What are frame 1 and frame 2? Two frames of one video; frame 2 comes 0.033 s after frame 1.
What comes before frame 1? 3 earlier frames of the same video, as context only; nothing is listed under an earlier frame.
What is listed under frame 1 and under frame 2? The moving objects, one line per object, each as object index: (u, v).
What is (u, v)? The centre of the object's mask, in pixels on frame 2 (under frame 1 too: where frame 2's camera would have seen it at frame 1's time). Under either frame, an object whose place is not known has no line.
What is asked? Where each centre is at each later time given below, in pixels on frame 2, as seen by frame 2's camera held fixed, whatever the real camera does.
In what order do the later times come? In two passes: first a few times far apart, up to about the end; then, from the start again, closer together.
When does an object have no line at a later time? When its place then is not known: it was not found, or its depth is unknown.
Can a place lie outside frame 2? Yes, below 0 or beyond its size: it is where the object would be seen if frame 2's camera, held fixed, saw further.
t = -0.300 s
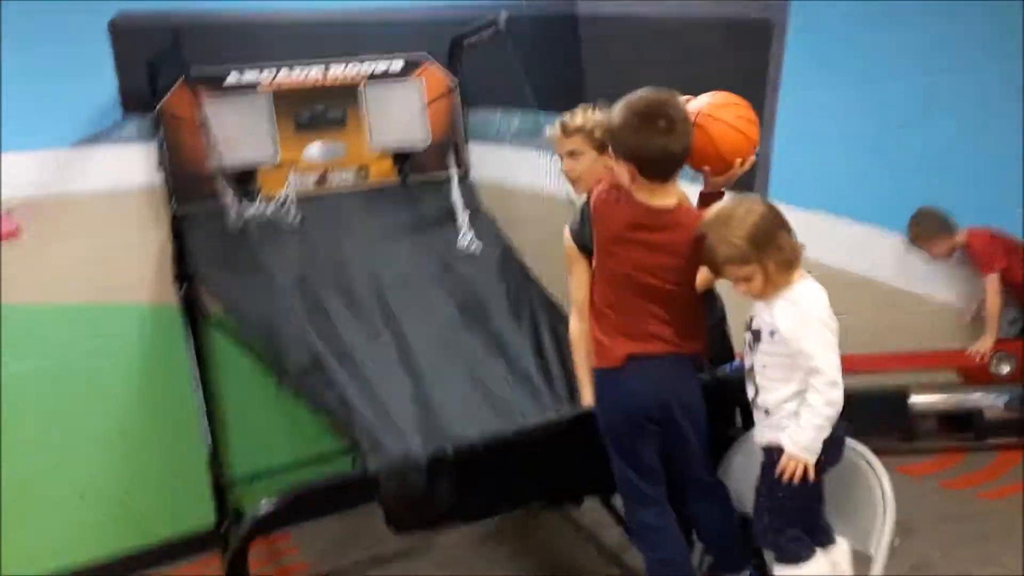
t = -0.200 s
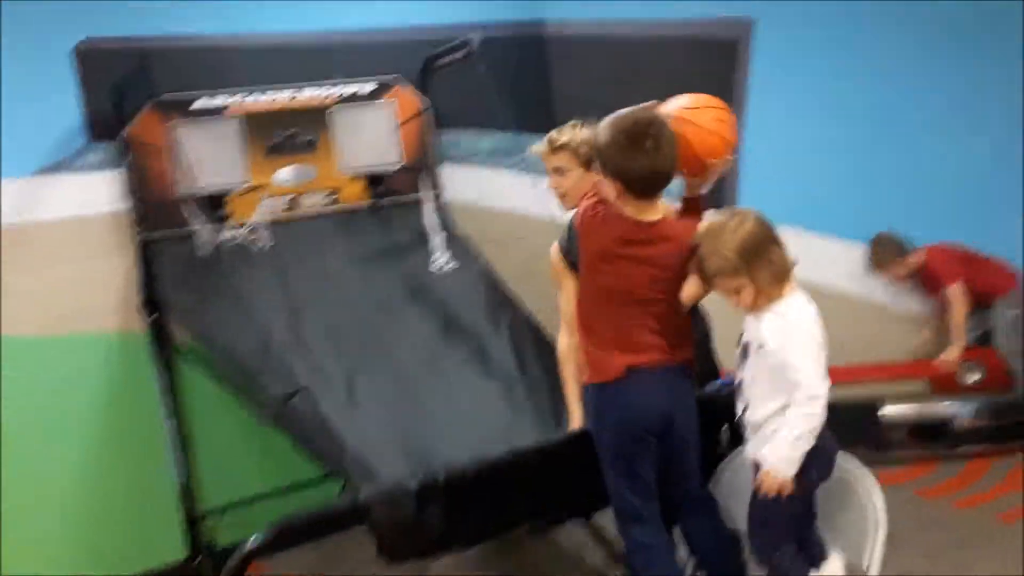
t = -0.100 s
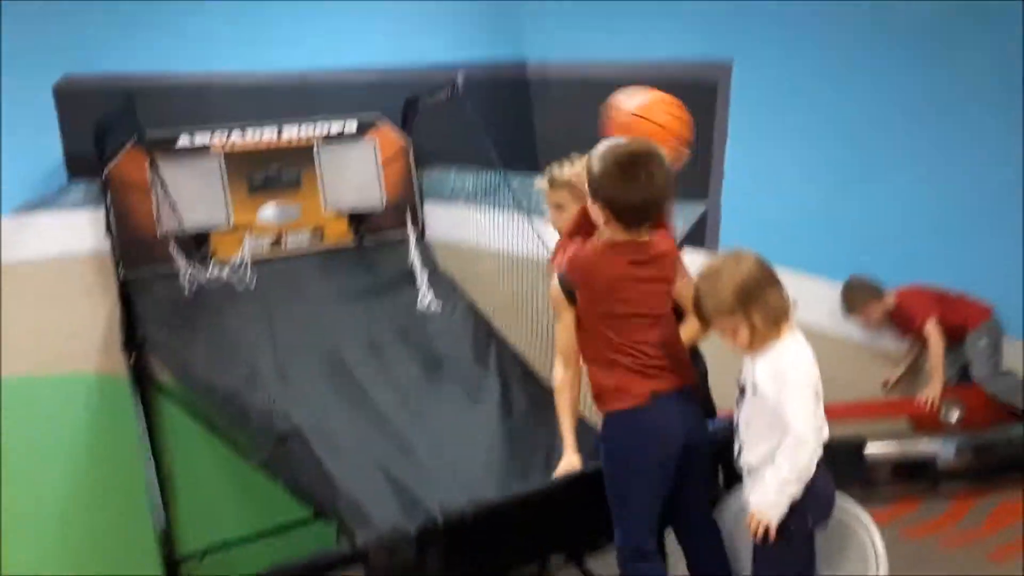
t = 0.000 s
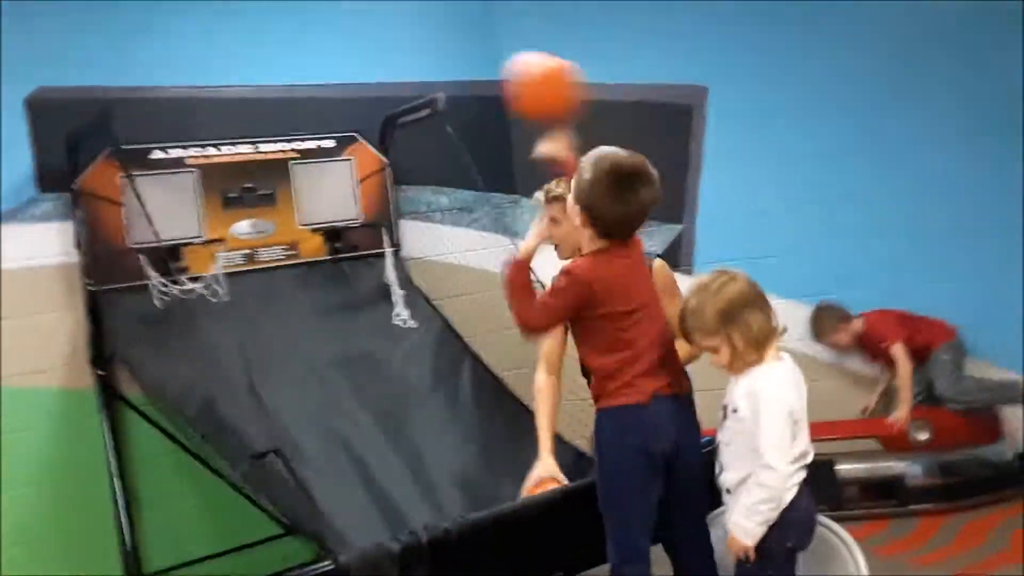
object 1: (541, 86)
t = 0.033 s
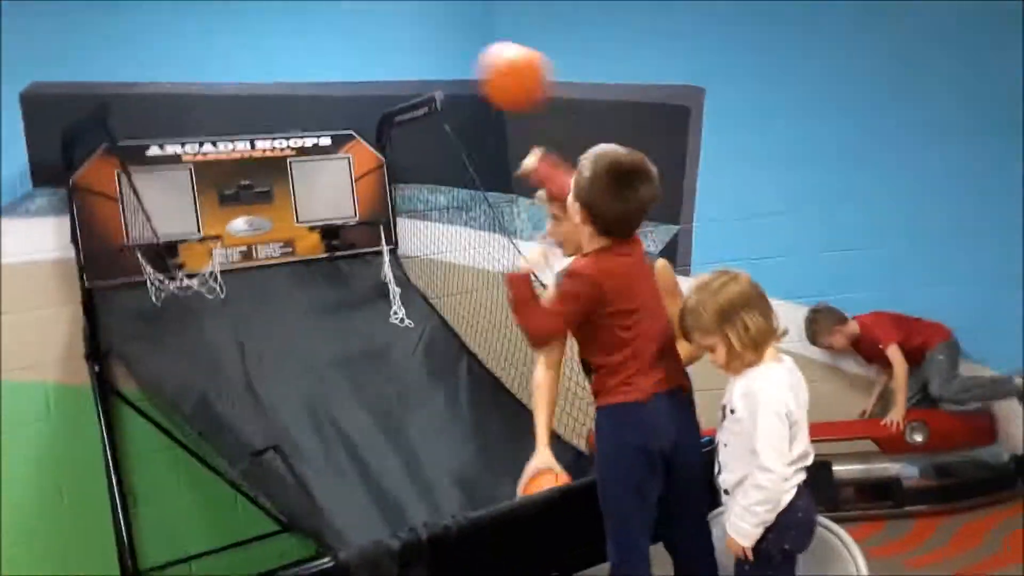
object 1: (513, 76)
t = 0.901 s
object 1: (328, 98)
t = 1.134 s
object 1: (342, 208)
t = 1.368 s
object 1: (352, 209)
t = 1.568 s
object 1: (339, 259)
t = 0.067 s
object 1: (490, 72)
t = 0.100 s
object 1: (468, 70)
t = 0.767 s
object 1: (322, 80)
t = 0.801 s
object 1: (323, 81)
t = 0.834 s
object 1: (324, 84)
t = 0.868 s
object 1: (327, 90)
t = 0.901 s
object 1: (328, 98)
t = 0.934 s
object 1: (331, 110)
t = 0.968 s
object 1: (334, 122)
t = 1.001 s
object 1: (338, 139)
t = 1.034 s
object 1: (341, 160)
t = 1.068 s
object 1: (342, 184)
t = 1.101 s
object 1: (345, 206)
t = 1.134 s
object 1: (342, 208)
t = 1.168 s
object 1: (341, 209)
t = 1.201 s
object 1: (339, 212)
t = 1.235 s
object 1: (342, 209)
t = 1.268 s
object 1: (344, 207)
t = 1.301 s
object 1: (347, 206)
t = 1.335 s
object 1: (351, 207)
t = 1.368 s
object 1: (352, 209)
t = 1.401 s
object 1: (349, 211)
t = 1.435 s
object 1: (346, 225)
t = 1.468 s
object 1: (344, 232)
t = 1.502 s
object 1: (343, 239)
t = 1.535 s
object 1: (341, 249)
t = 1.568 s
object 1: (339, 259)
